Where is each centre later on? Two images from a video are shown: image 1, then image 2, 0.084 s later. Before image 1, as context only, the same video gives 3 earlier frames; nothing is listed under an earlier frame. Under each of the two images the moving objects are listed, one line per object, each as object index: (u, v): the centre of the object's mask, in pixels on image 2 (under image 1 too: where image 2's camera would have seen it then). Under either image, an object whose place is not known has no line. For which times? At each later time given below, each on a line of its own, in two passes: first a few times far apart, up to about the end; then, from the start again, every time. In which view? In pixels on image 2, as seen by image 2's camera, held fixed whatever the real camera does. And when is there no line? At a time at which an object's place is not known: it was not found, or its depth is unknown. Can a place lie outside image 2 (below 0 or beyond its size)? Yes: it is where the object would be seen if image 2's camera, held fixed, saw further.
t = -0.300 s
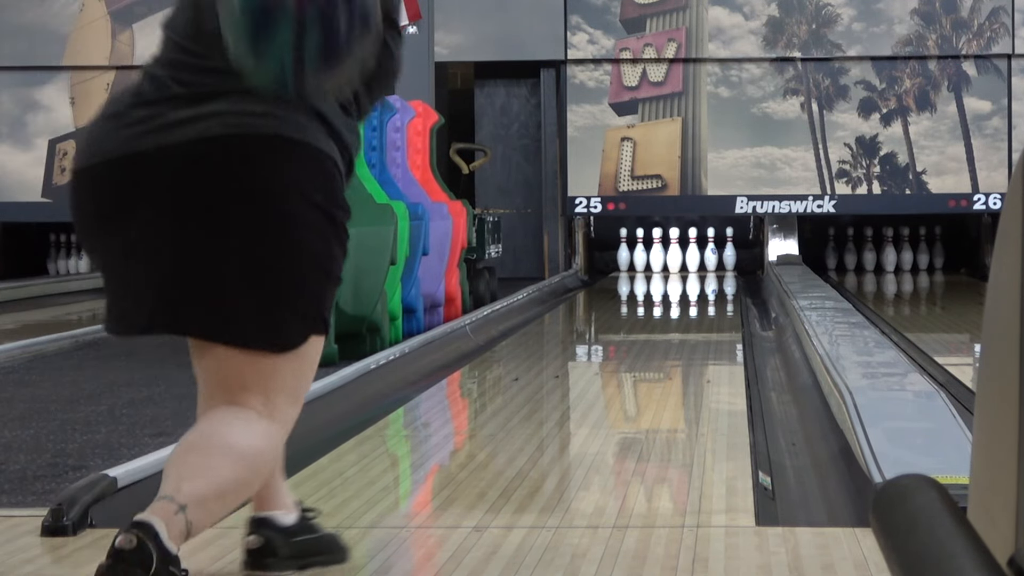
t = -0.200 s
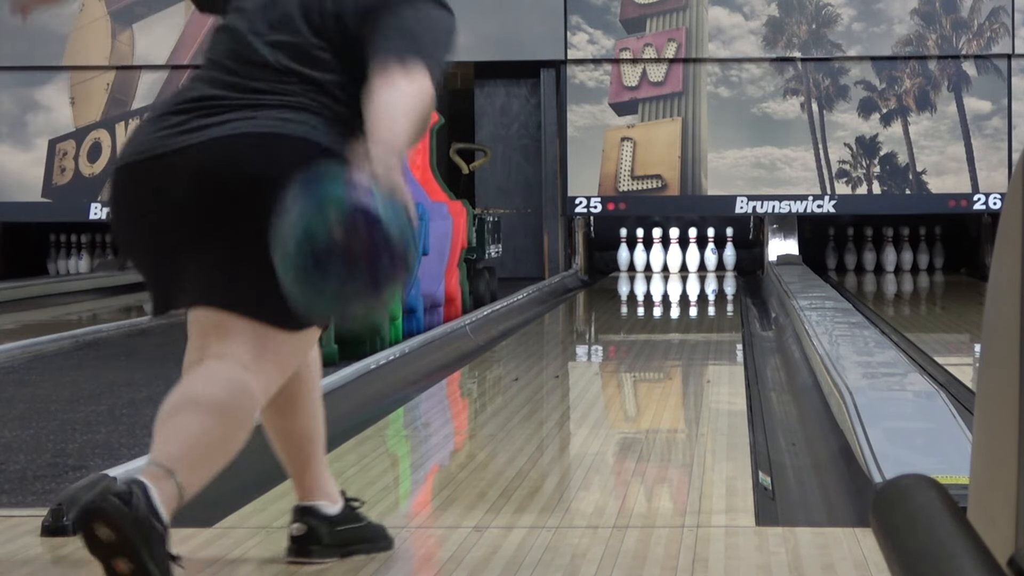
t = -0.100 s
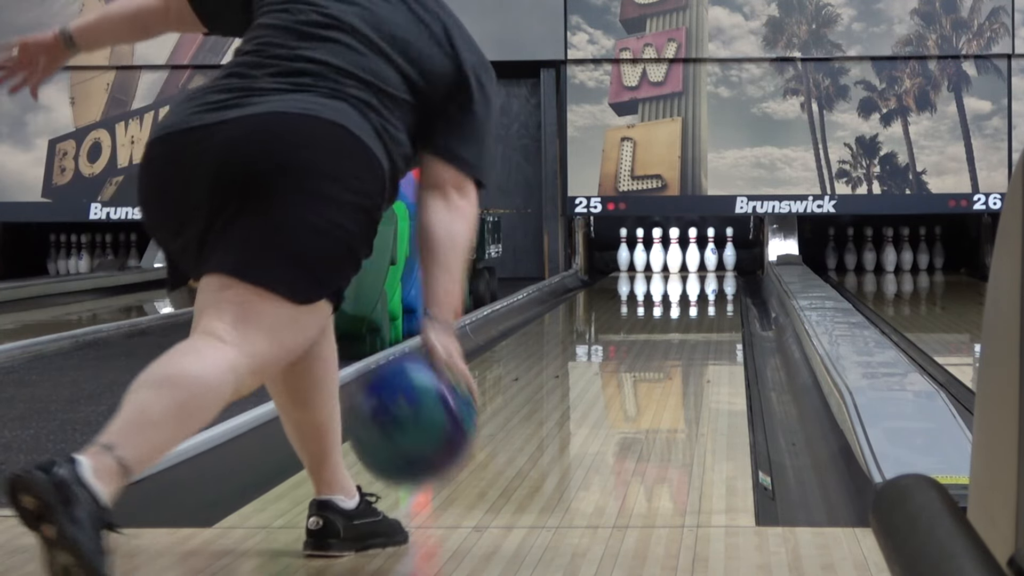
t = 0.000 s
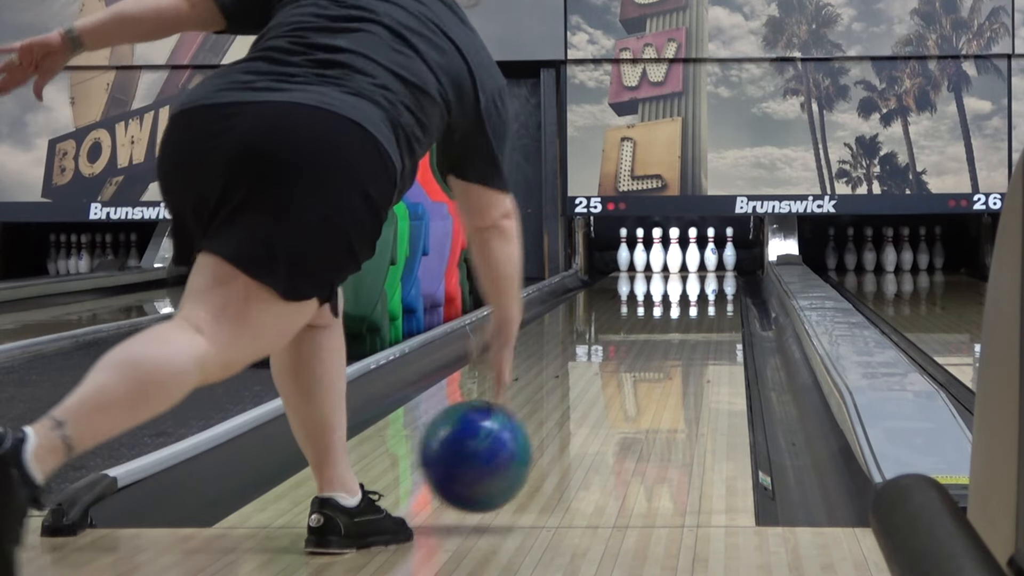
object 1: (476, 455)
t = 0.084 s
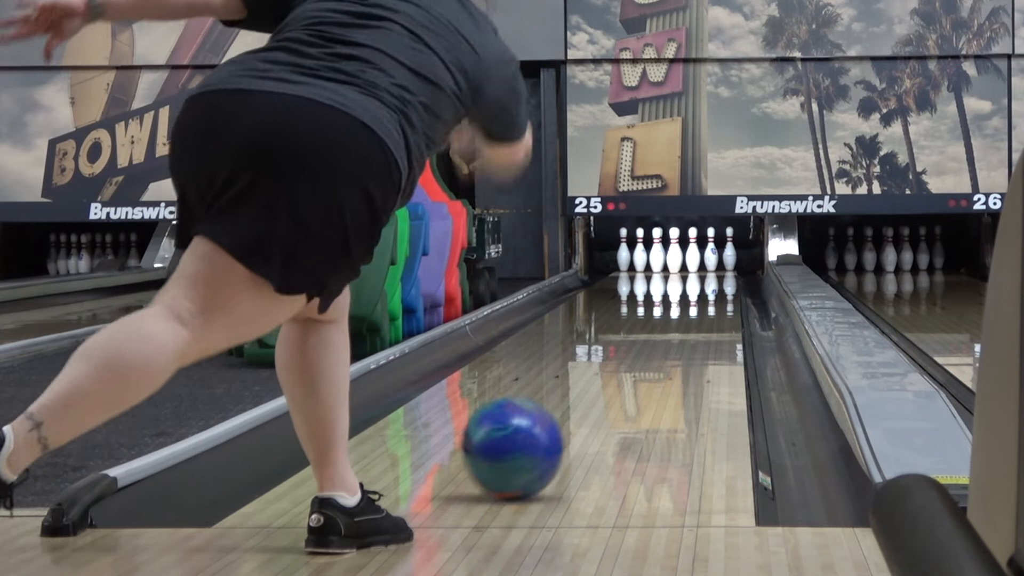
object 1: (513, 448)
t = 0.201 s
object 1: (553, 419)
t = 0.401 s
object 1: (603, 381)
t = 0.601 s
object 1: (636, 354)
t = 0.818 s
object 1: (663, 334)
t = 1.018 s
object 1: (682, 318)
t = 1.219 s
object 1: (695, 306)
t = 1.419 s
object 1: (706, 297)
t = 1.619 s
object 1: (714, 289)
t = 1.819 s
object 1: (718, 282)
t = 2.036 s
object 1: (720, 276)
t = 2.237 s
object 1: (718, 272)
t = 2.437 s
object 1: (711, 268)
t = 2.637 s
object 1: (699, 265)
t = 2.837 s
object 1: (689, 262)
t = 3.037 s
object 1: (683, 260)
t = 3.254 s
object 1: (682, 259)
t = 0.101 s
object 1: (519, 443)
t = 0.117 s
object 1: (526, 439)
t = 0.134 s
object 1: (531, 435)
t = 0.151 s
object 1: (537, 431)
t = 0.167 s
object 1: (542, 427)
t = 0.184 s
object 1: (548, 423)
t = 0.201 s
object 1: (553, 419)
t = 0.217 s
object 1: (557, 416)
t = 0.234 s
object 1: (562, 412)
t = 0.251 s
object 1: (567, 409)
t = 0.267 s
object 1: (572, 405)
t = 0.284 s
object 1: (575, 402)
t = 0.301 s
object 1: (579, 399)
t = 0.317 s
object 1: (584, 396)
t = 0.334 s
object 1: (588, 393)
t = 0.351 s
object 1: (592, 390)
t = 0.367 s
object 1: (596, 386)
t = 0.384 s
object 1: (599, 384)
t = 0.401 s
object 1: (603, 381)
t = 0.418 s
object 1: (606, 379)
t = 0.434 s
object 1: (609, 376)
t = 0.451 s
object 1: (612, 374)
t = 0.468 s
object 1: (615, 372)
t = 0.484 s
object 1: (618, 369)
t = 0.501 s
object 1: (621, 367)
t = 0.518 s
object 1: (623, 365)
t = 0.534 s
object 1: (626, 363)
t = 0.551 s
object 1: (629, 361)
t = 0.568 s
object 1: (632, 359)
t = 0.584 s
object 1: (634, 357)
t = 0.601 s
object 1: (636, 354)
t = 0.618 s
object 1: (639, 353)
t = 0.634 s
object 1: (642, 351)
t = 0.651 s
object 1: (644, 349)
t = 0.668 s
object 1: (646, 347)
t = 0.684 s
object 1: (648, 346)
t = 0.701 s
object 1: (650, 344)
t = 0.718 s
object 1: (652, 342)
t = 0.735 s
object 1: (654, 341)
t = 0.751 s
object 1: (656, 340)
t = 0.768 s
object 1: (658, 338)
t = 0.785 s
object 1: (660, 337)
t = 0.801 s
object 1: (662, 335)
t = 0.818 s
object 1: (663, 334)
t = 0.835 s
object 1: (665, 332)
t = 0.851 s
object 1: (667, 331)
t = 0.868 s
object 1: (669, 329)
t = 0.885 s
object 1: (670, 328)
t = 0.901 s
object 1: (671, 327)
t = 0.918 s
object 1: (673, 326)
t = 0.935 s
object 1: (674, 325)
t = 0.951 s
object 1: (676, 323)
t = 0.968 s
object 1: (678, 322)
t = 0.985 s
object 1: (679, 321)
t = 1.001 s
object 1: (681, 320)
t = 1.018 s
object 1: (682, 318)
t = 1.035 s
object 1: (683, 317)
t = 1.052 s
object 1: (684, 316)
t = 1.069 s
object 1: (685, 315)
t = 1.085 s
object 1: (687, 314)
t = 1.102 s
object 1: (688, 313)
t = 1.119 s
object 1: (690, 312)
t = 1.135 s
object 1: (690, 311)
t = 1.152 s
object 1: (692, 310)
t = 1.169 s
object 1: (692, 309)
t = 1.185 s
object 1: (694, 308)
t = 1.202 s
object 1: (694, 307)
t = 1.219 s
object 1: (695, 306)
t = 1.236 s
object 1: (696, 305)
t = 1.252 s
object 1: (697, 304)
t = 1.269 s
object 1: (698, 303)
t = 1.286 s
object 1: (699, 303)
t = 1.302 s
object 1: (700, 302)
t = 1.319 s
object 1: (701, 301)
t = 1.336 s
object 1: (702, 300)
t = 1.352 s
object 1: (702, 299)
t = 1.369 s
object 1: (704, 298)
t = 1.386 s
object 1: (705, 298)
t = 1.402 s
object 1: (705, 297)
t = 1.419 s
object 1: (706, 297)
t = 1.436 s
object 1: (706, 296)
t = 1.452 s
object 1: (707, 295)
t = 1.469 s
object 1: (708, 294)
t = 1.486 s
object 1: (709, 293)
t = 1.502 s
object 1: (709, 293)
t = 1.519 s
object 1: (710, 292)
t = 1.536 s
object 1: (711, 292)
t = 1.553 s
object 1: (711, 291)
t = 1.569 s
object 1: (712, 291)
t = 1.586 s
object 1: (712, 290)
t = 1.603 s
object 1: (713, 290)
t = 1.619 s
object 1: (714, 289)
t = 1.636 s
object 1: (714, 288)
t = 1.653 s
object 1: (714, 288)
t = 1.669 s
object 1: (715, 287)
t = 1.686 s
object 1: (716, 286)
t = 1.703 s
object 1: (716, 286)
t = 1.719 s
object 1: (717, 285)
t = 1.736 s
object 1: (717, 285)
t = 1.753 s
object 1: (717, 284)
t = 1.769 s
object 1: (717, 284)
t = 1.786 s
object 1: (718, 283)
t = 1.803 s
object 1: (718, 282)
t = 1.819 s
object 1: (718, 282)
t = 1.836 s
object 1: (718, 282)
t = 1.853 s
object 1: (719, 281)
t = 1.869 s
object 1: (719, 281)
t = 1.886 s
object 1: (719, 280)
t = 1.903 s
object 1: (719, 280)
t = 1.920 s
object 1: (720, 279)
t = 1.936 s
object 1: (720, 278)
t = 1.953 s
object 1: (720, 278)
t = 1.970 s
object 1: (720, 278)
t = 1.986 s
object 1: (720, 277)
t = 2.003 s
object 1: (720, 277)
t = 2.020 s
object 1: (720, 276)
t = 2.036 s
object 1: (720, 276)
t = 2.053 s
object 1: (720, 275)
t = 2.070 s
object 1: (720, 275)
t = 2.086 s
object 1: (720, 275)
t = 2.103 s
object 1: (720, 274)
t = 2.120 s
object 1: (720, 274)
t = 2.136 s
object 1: (720, 274)
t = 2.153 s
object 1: (719, 273)
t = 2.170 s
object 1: (719, 273)
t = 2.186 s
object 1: (719, 272)
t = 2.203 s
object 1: (719, 272)
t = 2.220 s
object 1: (718, 272)
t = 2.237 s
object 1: (718, 272)
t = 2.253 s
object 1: (718, 271)
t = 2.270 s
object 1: (717, 271)
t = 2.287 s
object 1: (716, 270)
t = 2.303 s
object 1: (716, 270)
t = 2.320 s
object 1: (715, 270)
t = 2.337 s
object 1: (715, 270)
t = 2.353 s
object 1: (714, 269)
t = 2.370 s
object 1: (714, 269)
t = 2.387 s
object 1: (713, 269)
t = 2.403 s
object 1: (712, 269)
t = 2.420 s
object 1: (712, 269)
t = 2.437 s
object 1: (711, 268)
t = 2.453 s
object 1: (710, 267)
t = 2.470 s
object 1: (709, 267)
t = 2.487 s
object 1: (708, 267)
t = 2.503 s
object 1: (707, 267)
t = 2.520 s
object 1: (706, 267)
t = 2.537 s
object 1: (705, 267)
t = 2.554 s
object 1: (704, 266)
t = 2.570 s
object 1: (703, 266)
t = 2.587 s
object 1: (702, 266)
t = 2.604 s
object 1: (701, 265)
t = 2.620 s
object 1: (700, 265)
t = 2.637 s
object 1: (699, 265)
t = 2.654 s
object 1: (698, 265)
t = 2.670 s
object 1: (697, 265)
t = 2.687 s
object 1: (696, 264)
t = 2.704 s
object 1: (696, 264)
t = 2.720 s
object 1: (695, 264)
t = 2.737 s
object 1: (694, 264)
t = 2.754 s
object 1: (693, 264)
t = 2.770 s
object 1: (692, 264)
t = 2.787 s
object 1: (691, 263)
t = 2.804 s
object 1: (690, 263)
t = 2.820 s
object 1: (689, 262)
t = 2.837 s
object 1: (689, 262)
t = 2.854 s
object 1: (687, 262)
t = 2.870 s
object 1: (686, 262)
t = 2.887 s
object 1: (686, 262)
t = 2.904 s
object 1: (685, 262)
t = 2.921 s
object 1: (684, 261)
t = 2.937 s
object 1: (683, 261)
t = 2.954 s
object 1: (683, 261)
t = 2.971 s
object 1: (683, 261)
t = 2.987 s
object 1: (683, 260)
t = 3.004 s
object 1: (684, 260)
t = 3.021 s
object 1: (684, 260)
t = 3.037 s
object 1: (683, 260)
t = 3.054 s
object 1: (682, 260)
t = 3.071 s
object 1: (682, 260)
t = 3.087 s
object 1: (682, 260)
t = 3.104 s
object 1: (682, 260)
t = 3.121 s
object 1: (683, 260)
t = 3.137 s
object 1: (683, 260)
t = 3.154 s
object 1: (684, 260)
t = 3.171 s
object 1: (684, 259)
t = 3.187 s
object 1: (684, 259)
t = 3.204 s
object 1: (683, 259)
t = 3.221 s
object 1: (683, 259)
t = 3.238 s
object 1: (682, 259)
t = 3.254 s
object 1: (682, 259)
